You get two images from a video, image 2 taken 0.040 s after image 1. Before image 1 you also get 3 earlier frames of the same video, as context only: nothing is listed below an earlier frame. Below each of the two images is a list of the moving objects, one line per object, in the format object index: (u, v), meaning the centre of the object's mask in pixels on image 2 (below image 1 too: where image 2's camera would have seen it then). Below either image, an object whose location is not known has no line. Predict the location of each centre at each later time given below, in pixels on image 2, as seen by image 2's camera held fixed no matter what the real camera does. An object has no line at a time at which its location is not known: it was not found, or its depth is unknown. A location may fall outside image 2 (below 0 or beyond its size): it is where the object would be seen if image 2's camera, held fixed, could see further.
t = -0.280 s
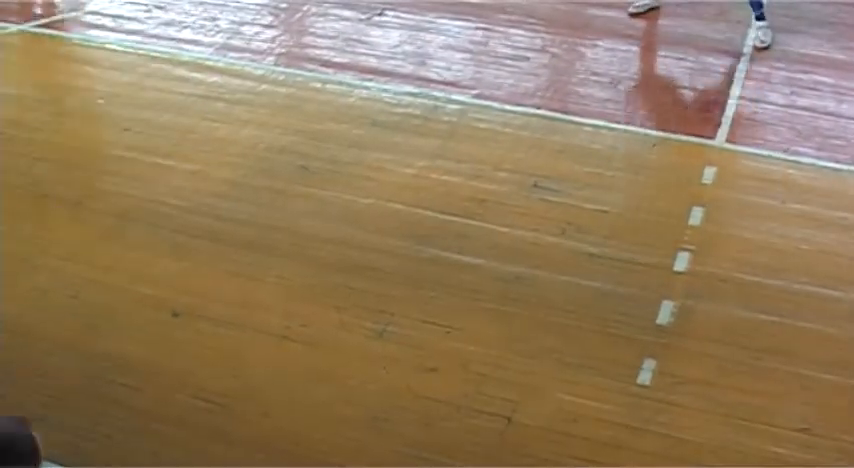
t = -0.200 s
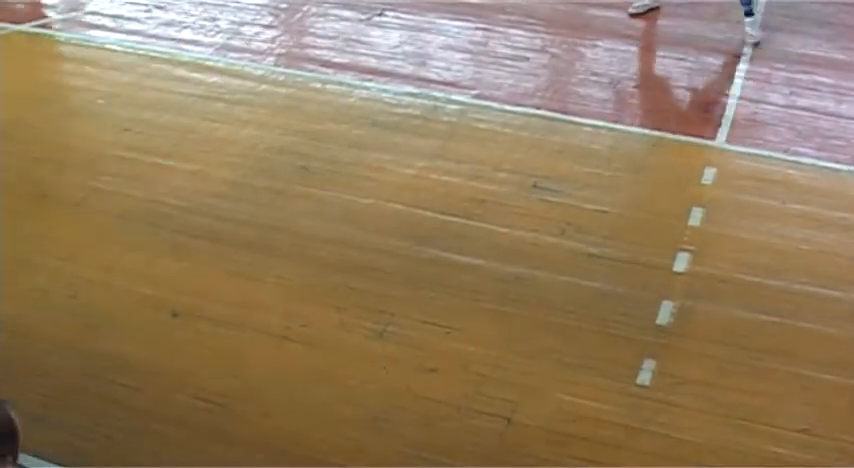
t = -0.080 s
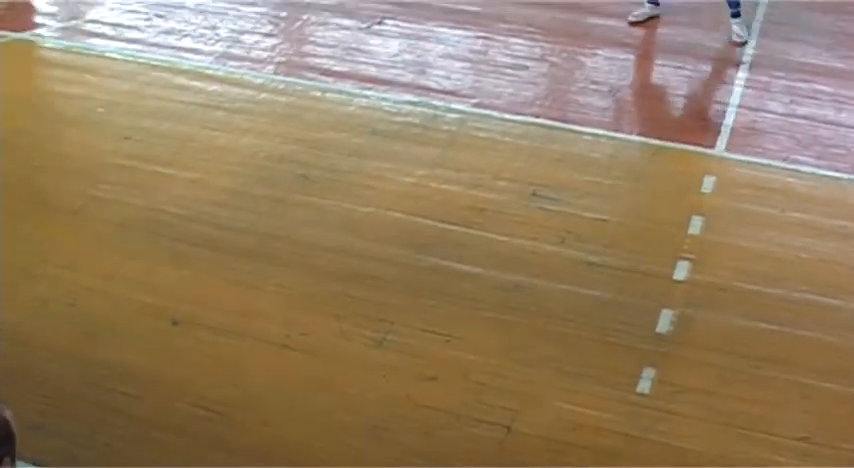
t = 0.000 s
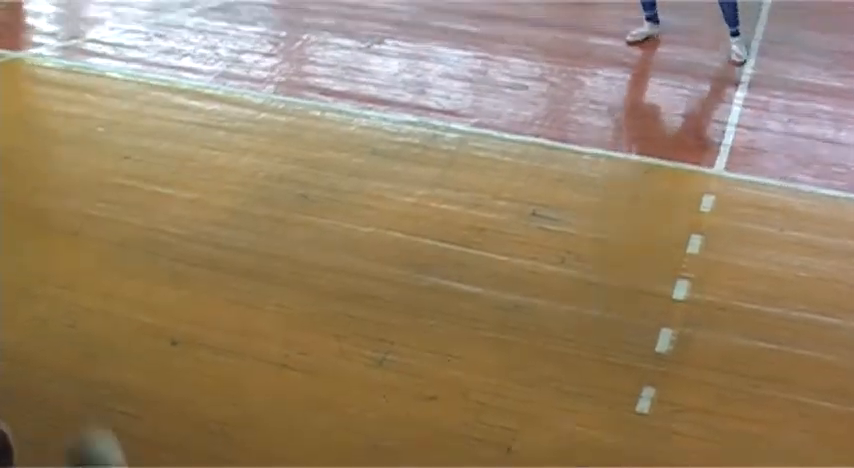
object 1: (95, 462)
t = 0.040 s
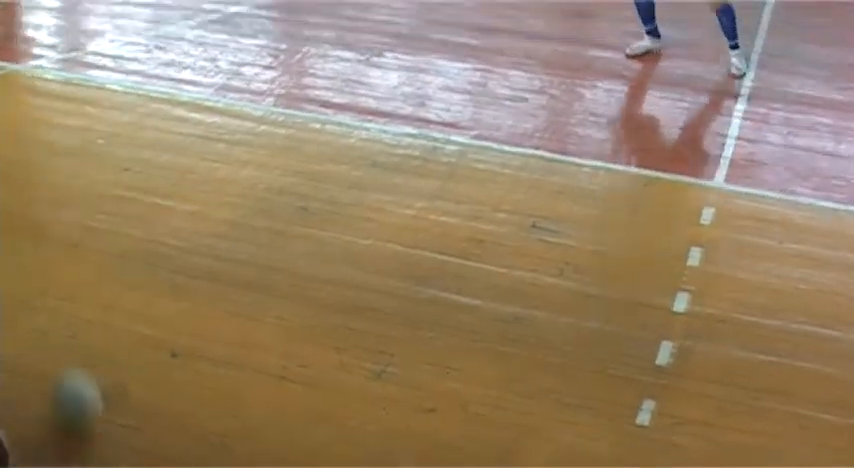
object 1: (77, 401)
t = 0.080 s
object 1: (57, 337)
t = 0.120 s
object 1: (42, 285)
